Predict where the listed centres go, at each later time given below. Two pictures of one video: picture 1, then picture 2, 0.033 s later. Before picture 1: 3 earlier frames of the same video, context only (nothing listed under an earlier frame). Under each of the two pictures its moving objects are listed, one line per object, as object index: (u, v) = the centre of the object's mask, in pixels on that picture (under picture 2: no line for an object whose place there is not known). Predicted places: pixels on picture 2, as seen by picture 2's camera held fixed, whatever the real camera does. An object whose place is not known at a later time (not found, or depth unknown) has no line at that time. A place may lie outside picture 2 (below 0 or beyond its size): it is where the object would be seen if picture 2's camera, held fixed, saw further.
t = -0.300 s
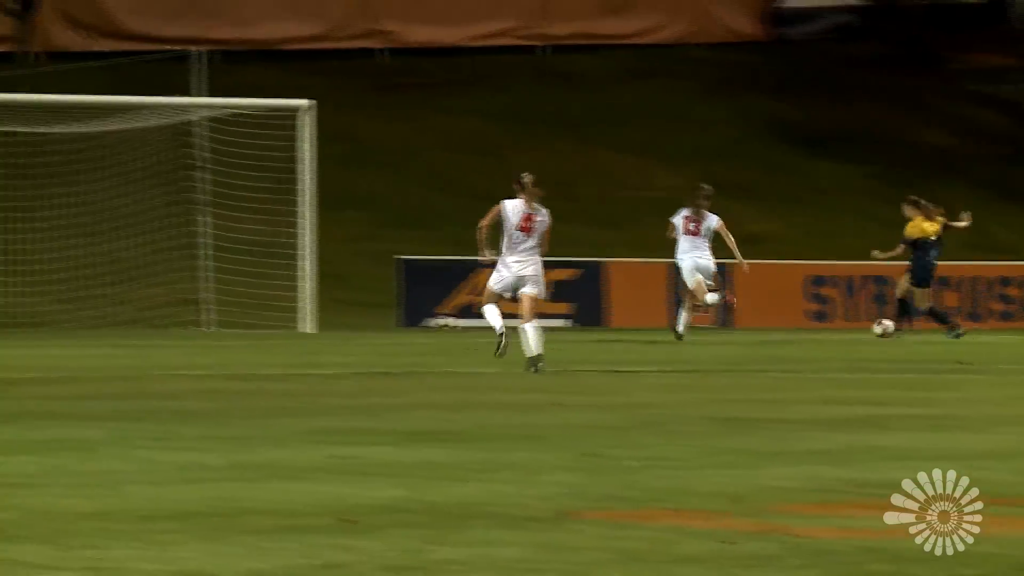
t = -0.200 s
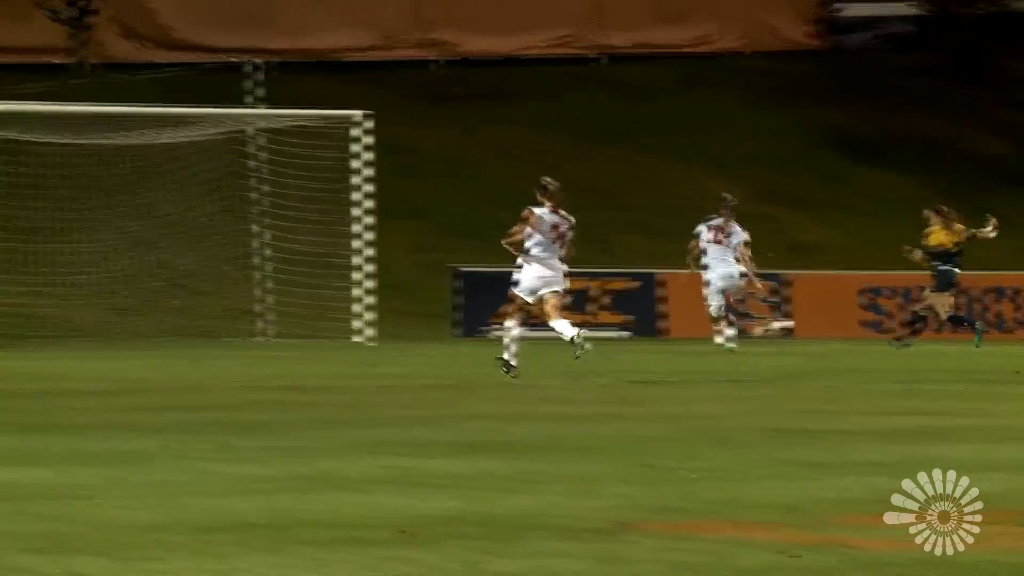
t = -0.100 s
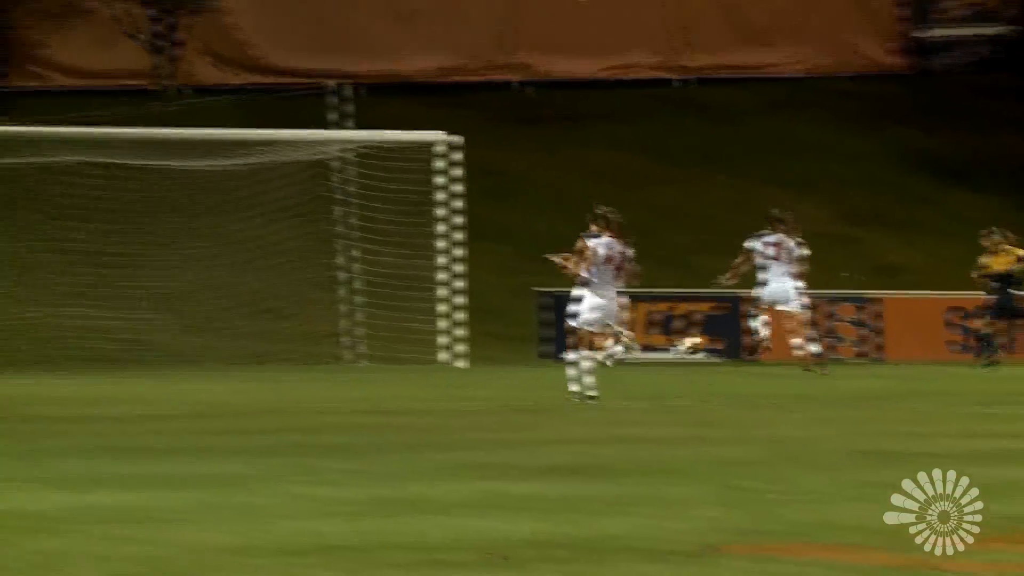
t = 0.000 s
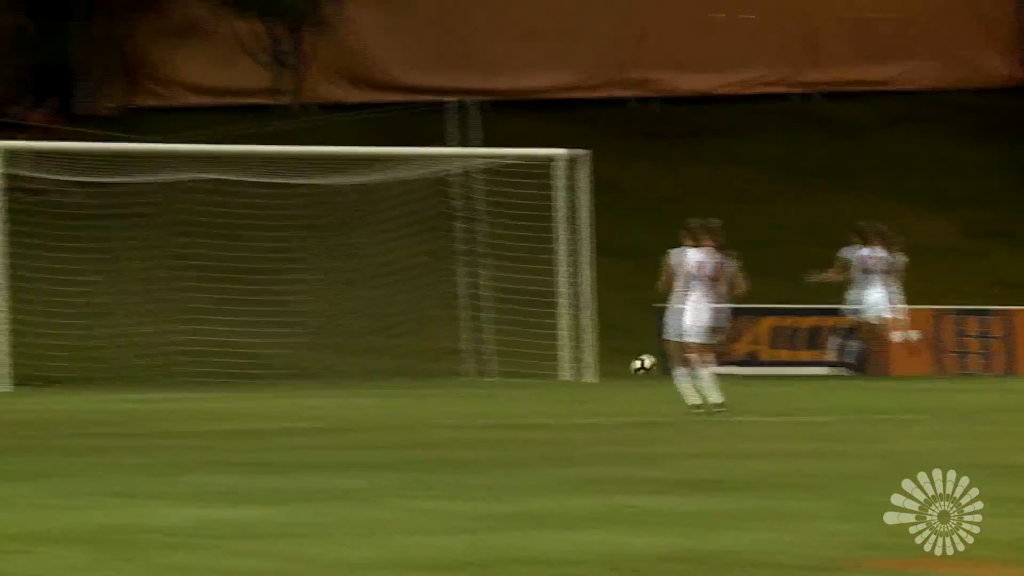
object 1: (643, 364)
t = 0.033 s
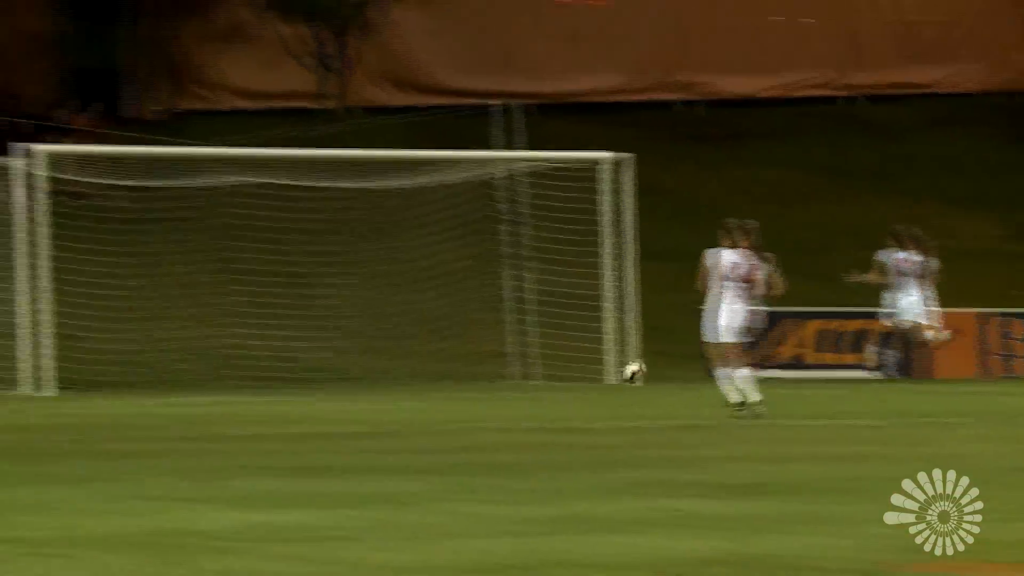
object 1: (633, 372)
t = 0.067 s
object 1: (577, 373)
